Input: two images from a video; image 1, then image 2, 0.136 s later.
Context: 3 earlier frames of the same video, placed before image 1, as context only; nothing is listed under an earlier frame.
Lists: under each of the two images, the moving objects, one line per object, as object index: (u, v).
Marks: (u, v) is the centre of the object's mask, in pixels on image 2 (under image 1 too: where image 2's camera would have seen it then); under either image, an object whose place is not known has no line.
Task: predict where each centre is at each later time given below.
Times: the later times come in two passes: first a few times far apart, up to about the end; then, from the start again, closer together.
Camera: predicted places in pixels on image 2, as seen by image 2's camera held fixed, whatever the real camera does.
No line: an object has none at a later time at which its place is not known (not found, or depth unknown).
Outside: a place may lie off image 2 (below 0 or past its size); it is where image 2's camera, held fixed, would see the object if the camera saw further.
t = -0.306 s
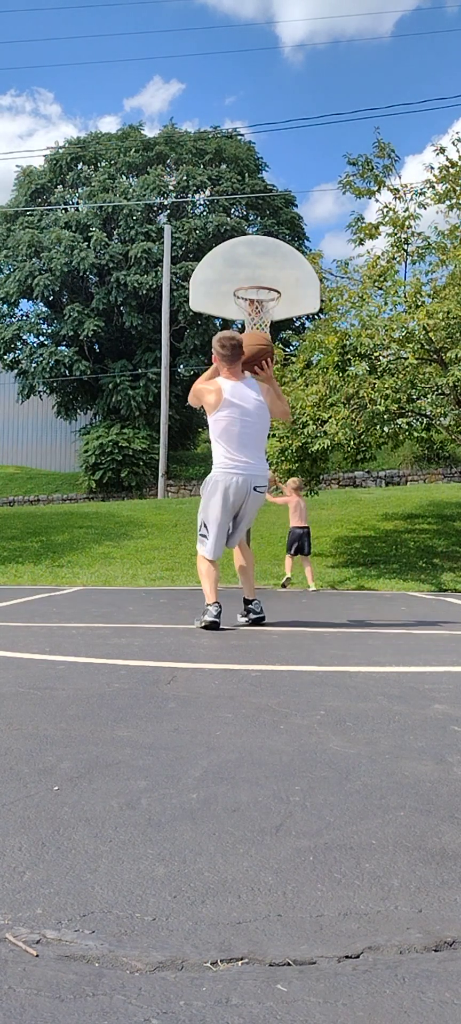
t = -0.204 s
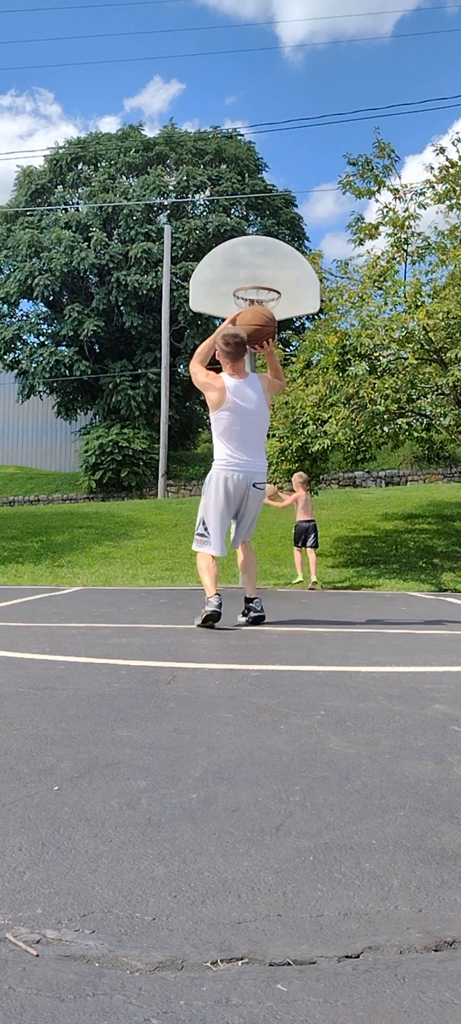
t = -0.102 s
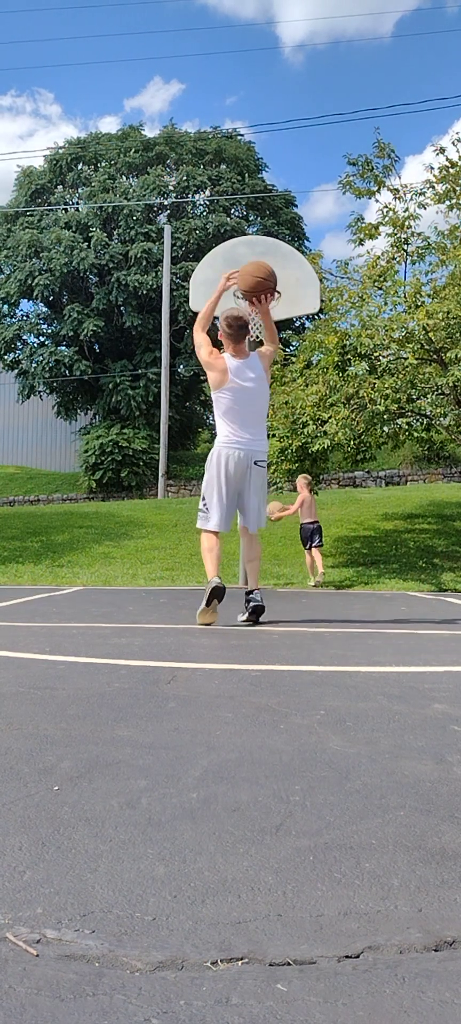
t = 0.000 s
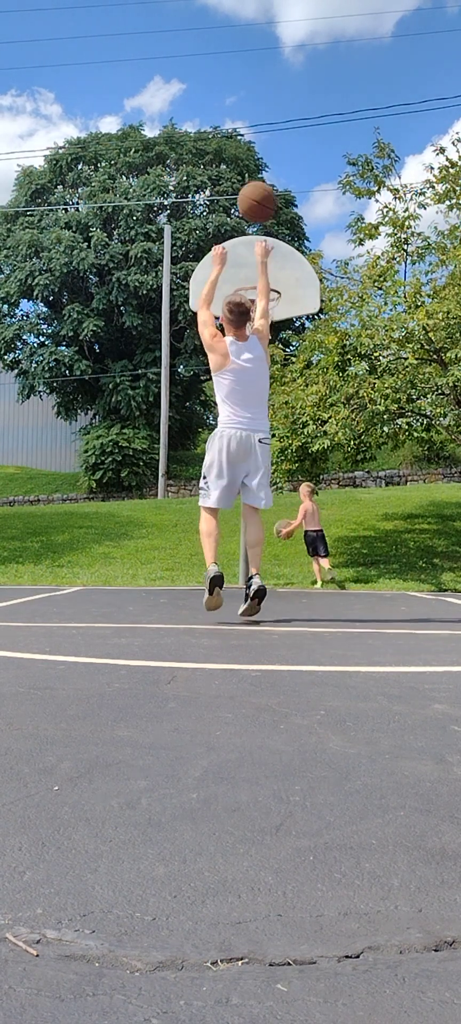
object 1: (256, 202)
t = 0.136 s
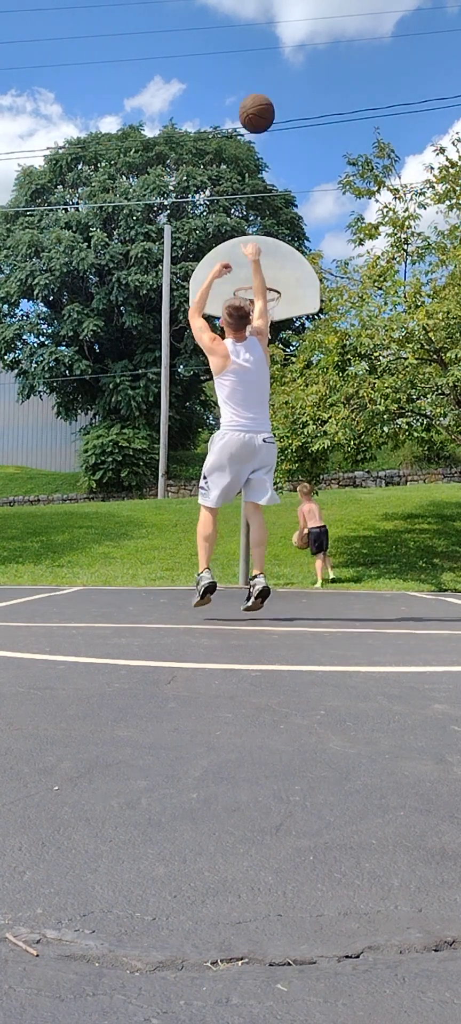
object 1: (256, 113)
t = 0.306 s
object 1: (256, 54)
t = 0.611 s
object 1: (252, 57)
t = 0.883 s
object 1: (248, 142)
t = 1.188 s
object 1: (248, 278)
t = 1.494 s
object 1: (292, 268)
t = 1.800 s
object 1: (336, 309)
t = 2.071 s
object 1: (378, 430)
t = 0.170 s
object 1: (256, 97)
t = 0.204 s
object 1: (256, 83)
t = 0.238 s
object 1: (256, 71)
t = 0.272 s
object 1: (256, 62)
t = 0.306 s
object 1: (256, 54)
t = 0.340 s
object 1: (255, 48)
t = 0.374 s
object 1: (255, 43)
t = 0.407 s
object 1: (255, 40)
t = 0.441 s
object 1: (255, 39)
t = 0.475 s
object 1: (254, 40)
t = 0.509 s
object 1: (253, 42)
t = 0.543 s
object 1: (253, 46)
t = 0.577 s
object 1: (253, 51)
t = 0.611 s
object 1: (252, 57)
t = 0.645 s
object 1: (252, 64)
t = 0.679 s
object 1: (252, 72)
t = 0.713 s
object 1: (251, 81)
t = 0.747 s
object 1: (250, 92)
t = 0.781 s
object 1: (250, 103)
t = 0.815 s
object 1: (250, 115)
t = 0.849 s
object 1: (249, 128)
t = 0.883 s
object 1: (248, 142)
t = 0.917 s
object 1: (248, 157)
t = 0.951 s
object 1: (247, 172)
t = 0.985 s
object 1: (247, 189)
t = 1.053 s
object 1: (246, 223)
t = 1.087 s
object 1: (245, 241)
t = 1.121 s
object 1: (244, 261)
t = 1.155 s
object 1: (243, 278)
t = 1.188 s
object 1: (248, 278)
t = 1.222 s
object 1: (254, 279)
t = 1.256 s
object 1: (259, 284)
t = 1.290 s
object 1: (264, 287)
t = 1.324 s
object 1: (269, 280)
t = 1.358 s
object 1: (273, 277)
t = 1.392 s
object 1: (278, 273)
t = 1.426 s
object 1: (282, 271)
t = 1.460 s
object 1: (287, 268)
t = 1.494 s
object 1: (292, 268)
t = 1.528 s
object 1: (297, 268)
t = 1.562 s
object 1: (302, 269)
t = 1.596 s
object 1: (307, 270)
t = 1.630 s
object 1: (311, 275)
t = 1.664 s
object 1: (316, 279)
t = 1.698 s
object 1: (321, 285)
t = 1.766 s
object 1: (331, 300)
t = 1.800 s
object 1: (336, 309)
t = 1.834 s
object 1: (341, 320)
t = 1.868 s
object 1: (346, 331)
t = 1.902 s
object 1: (351, 345)
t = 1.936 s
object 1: (357, 359)
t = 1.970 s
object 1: (362, 375)
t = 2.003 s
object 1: (367, 392)
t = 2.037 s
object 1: (373, 410)
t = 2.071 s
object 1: (378, 430)
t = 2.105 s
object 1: (384, 451)
